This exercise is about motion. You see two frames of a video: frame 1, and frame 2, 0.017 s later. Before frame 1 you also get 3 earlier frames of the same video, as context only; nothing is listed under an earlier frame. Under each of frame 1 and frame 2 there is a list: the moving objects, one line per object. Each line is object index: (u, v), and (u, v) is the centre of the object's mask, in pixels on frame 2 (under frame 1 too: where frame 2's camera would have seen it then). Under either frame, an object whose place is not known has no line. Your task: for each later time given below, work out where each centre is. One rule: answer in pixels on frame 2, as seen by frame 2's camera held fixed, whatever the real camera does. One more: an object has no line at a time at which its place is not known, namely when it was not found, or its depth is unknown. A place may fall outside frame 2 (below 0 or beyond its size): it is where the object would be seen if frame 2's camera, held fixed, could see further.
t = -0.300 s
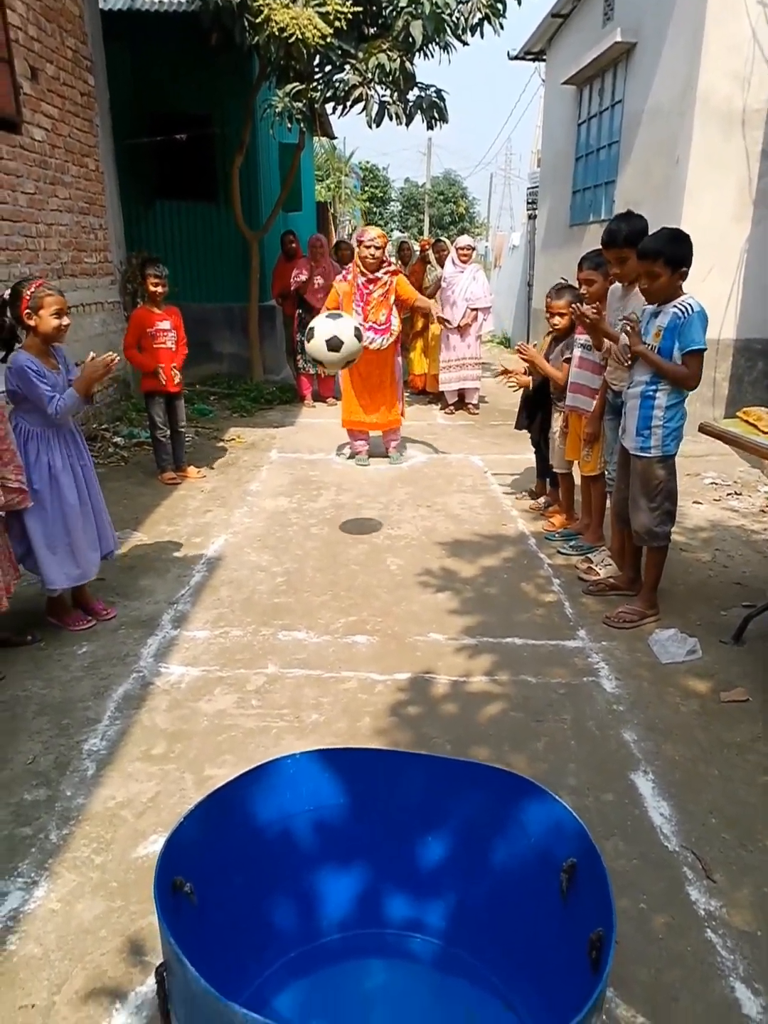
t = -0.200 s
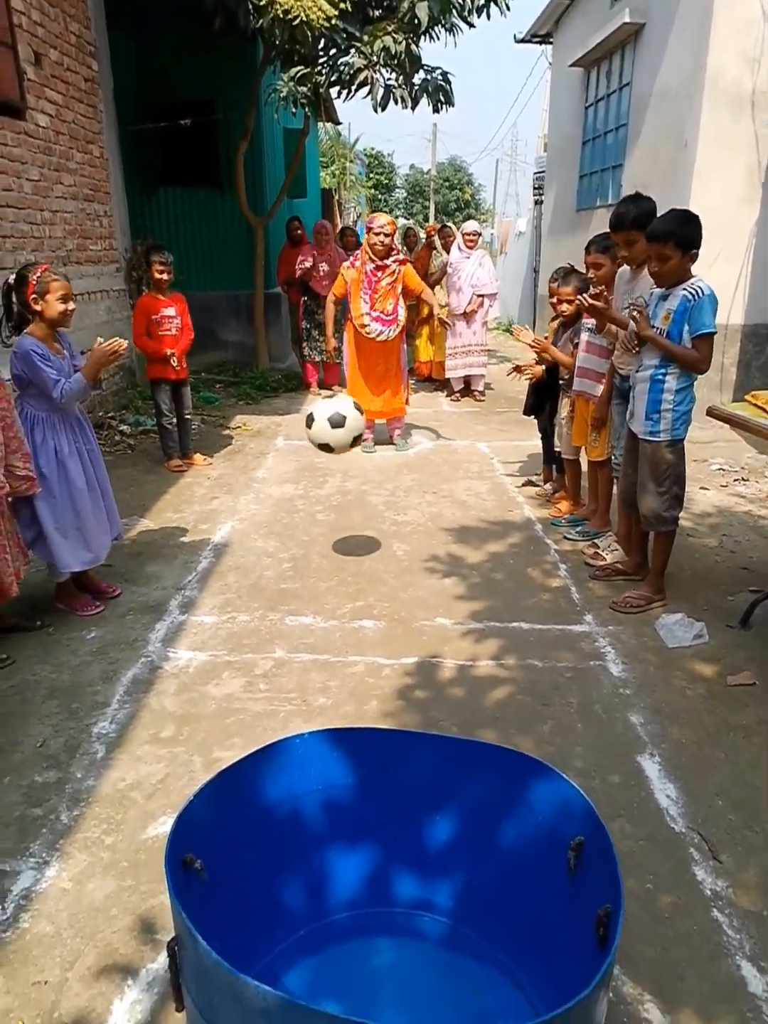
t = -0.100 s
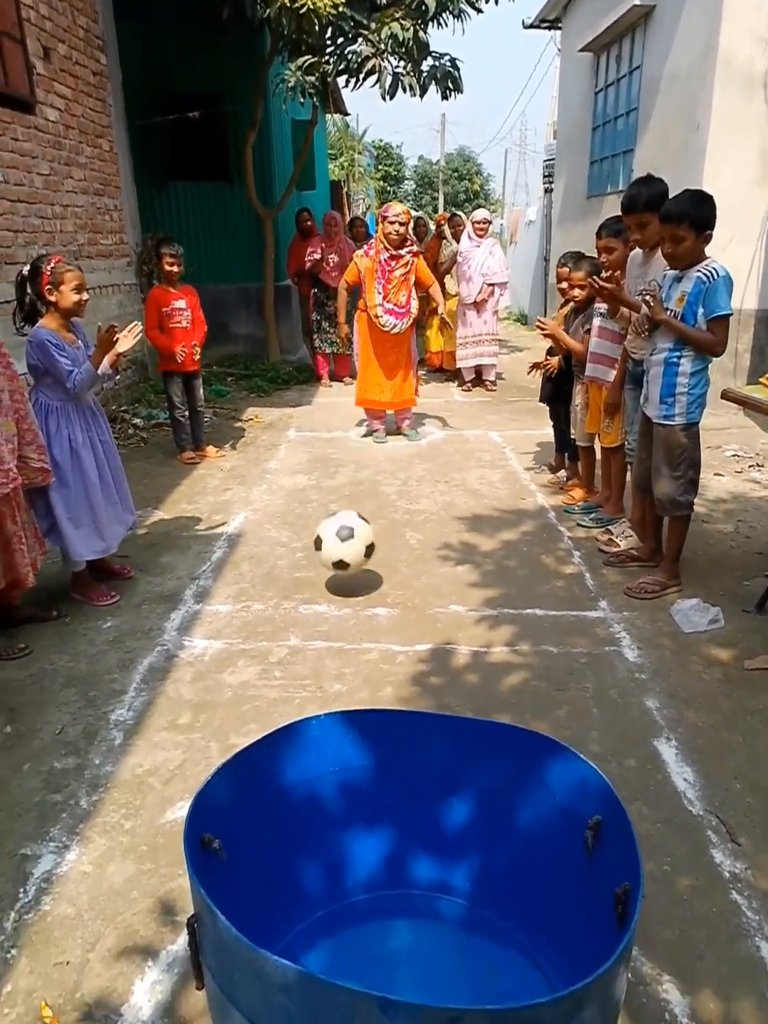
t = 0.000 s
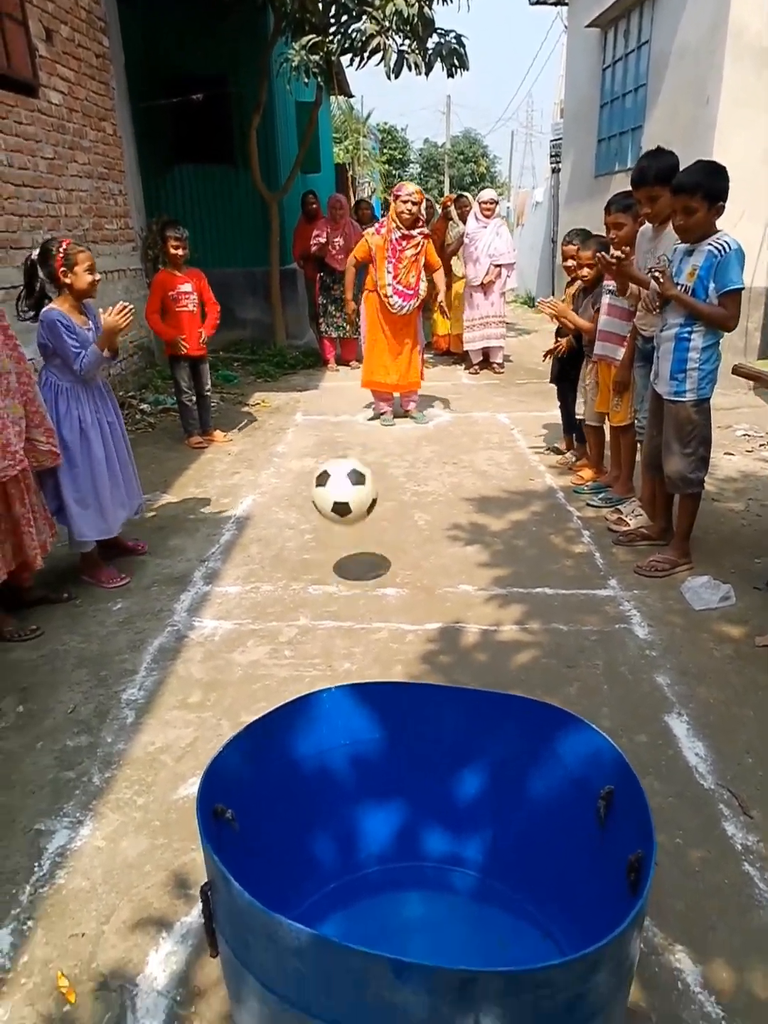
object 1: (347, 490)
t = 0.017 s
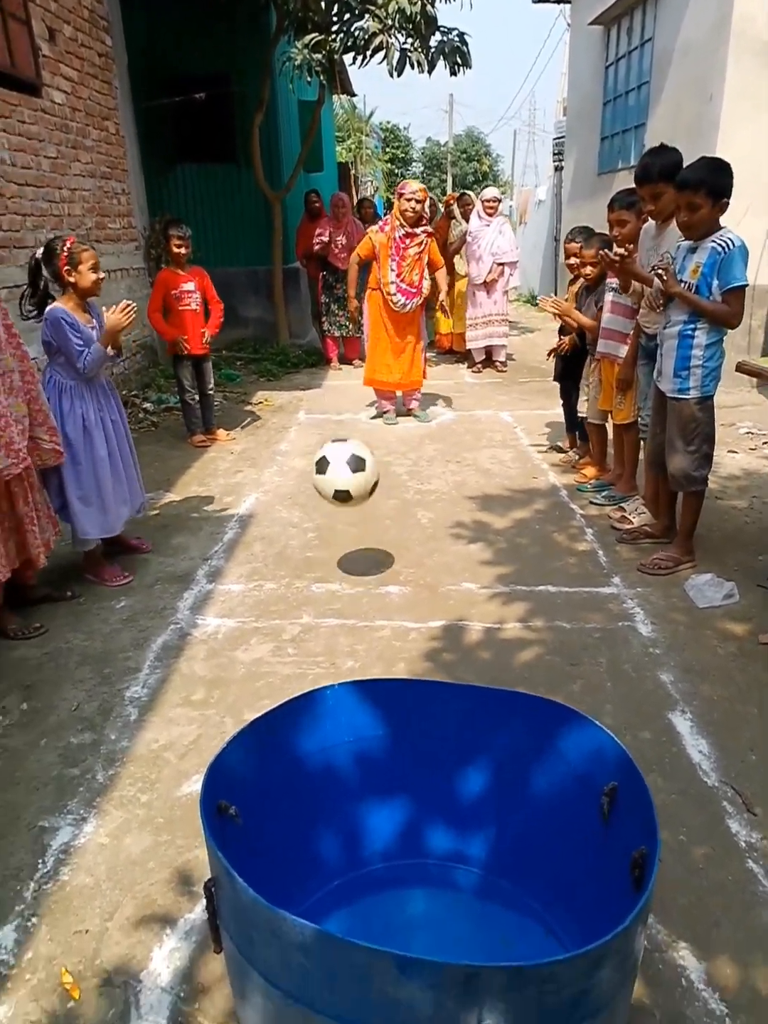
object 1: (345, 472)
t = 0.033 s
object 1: (344, 455)
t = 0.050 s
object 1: (341, 441)
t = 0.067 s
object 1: (339, 424)
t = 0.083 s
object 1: (337, 408)
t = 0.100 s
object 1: (334, 393)
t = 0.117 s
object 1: (333, 378)
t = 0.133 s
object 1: (330, 363)
